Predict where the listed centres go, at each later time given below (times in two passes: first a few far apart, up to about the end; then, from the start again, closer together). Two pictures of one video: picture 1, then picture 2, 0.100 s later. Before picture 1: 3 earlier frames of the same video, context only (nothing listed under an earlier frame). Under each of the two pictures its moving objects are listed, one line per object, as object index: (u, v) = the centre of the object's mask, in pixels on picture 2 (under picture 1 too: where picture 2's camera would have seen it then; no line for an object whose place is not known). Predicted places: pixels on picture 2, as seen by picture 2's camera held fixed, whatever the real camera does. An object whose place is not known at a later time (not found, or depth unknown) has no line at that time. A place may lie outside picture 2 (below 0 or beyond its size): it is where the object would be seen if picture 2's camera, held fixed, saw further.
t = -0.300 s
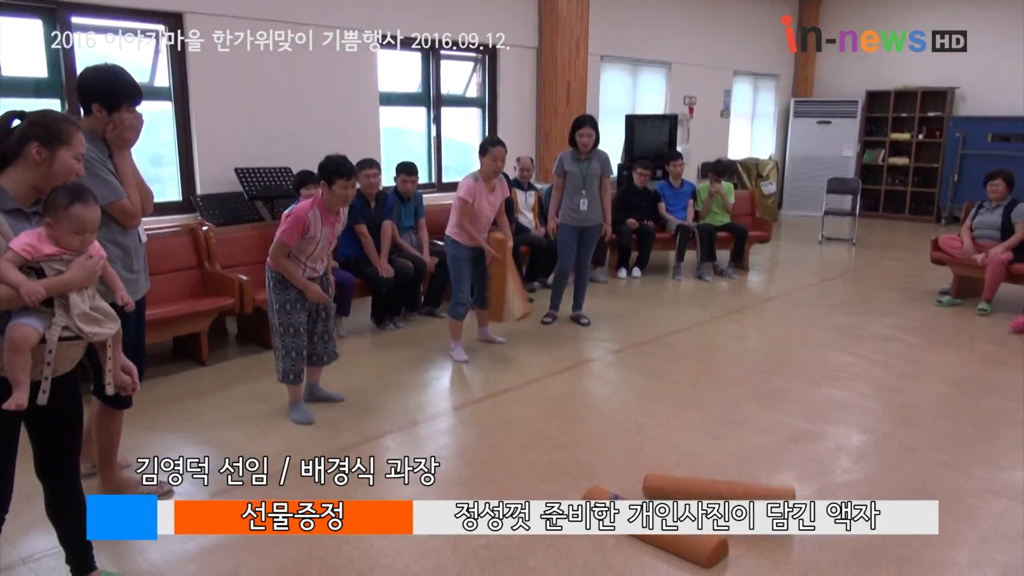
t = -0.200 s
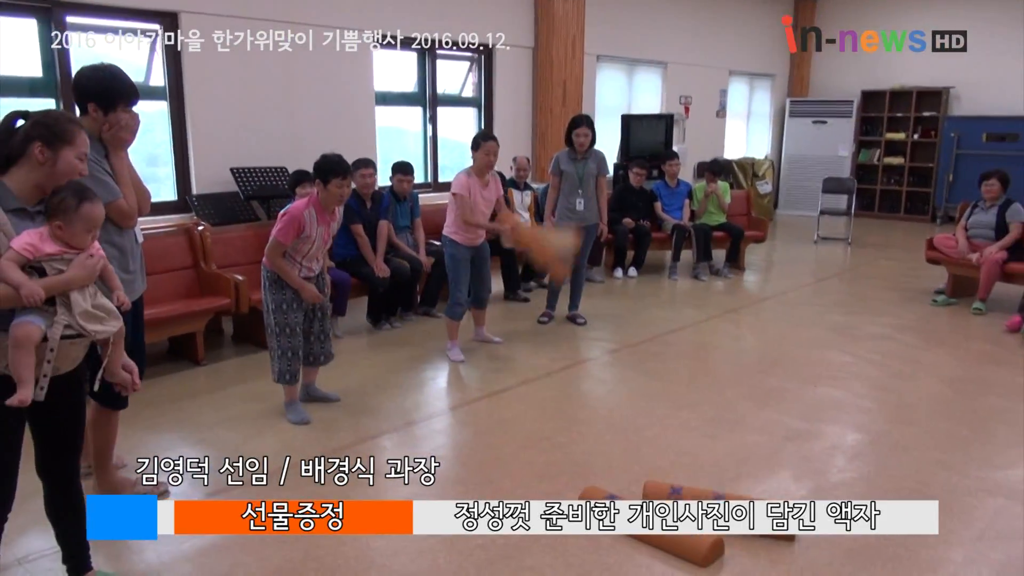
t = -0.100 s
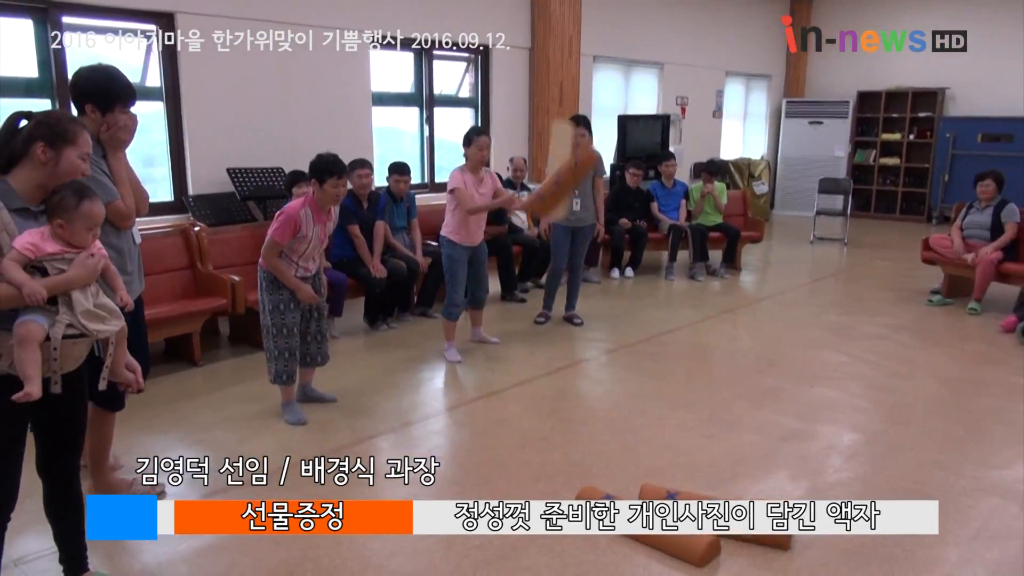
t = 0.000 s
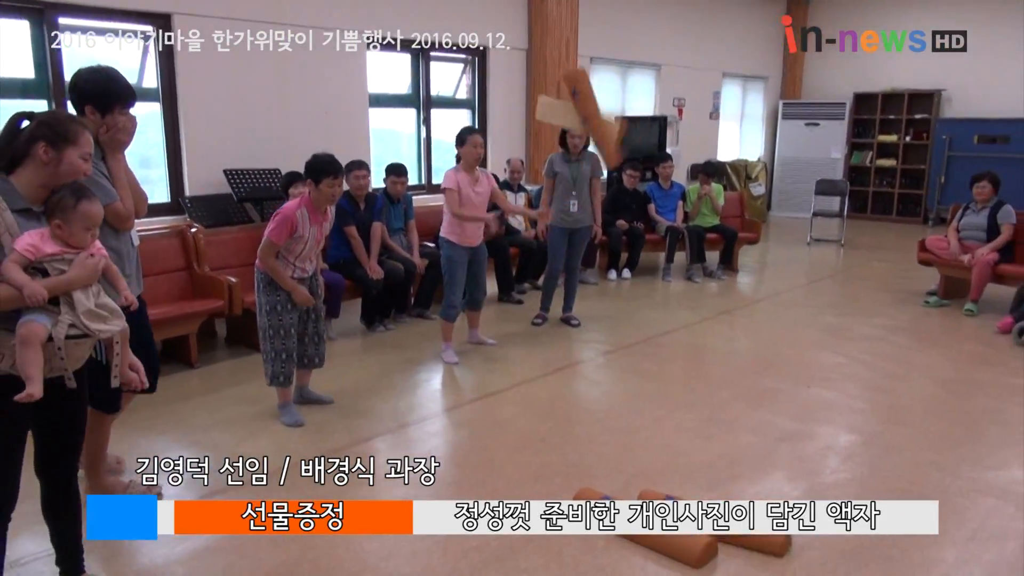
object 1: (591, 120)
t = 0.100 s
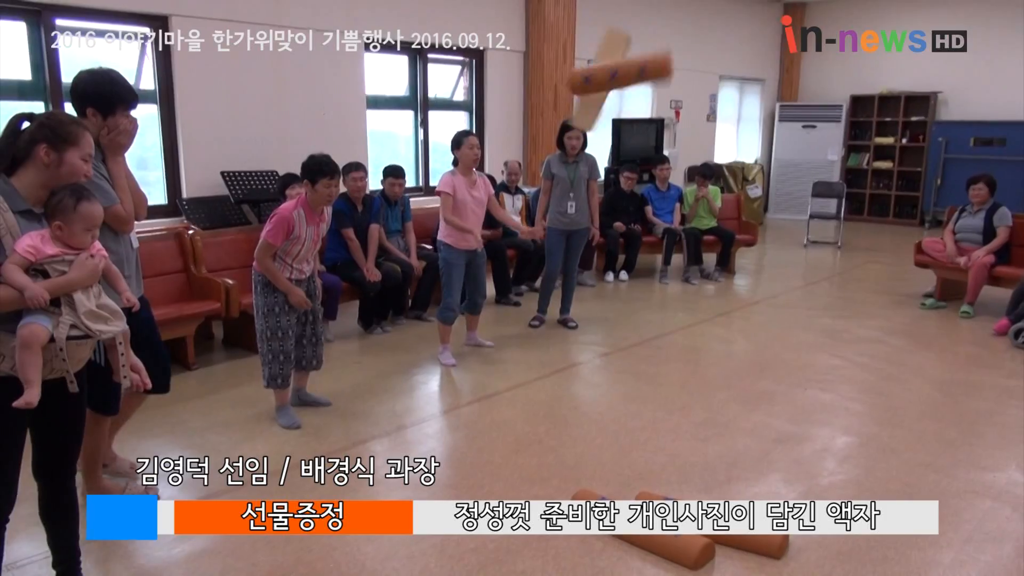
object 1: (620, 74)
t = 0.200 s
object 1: (653, 46)
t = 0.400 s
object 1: (720, 30)
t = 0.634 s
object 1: (811, 133)
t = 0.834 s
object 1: (861, 316)
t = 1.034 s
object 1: (895, 502)
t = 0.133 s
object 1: (631, 62)
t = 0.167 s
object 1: (644, 48)
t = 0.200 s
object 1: (653, 46)
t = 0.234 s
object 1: (666, 44)
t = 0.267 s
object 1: (680, 37)
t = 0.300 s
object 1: (690, 28)
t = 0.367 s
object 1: (710, 25)
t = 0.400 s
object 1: (720, 30)
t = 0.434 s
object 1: (732, 37)
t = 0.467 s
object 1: (745, 46)
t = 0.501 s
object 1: (756, 53)
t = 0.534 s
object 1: (765, 68)
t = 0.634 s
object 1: (811, 133)
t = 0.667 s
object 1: (823, 156)
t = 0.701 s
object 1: (832, 180)
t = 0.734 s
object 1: (843, 207)
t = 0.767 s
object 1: (849, 239)
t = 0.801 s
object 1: (859, 278)
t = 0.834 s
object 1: (861, 316)
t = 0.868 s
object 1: (869, 358)
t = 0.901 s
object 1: (879, 406)
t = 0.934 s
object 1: (891, 455)
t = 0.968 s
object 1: (895, 489)
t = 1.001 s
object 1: (892, 504)
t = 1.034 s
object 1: (895, 502)
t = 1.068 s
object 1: (899, 500)
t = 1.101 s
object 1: (898, 500)
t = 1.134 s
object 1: (898, 502)
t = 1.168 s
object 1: (898, 505)
